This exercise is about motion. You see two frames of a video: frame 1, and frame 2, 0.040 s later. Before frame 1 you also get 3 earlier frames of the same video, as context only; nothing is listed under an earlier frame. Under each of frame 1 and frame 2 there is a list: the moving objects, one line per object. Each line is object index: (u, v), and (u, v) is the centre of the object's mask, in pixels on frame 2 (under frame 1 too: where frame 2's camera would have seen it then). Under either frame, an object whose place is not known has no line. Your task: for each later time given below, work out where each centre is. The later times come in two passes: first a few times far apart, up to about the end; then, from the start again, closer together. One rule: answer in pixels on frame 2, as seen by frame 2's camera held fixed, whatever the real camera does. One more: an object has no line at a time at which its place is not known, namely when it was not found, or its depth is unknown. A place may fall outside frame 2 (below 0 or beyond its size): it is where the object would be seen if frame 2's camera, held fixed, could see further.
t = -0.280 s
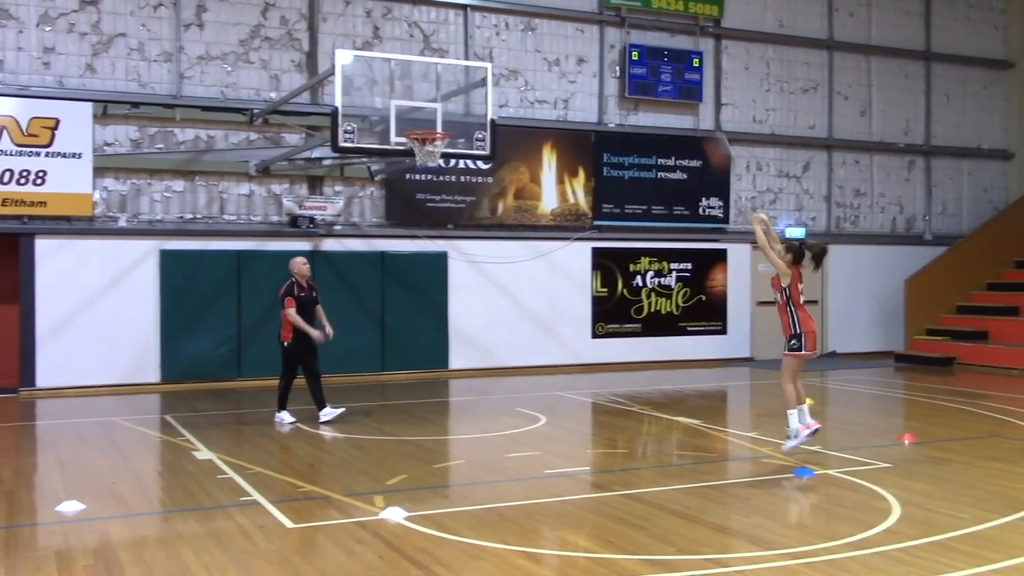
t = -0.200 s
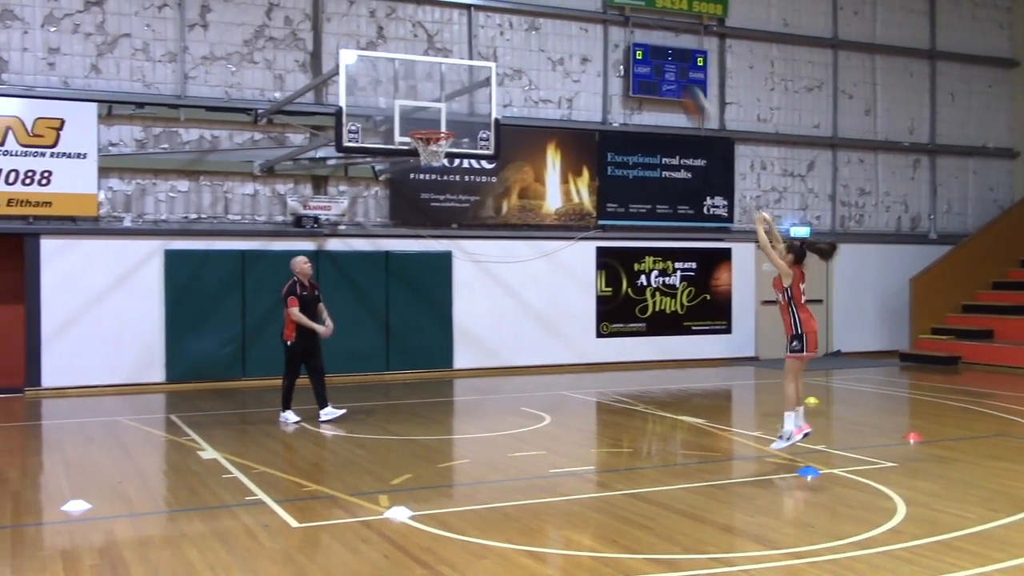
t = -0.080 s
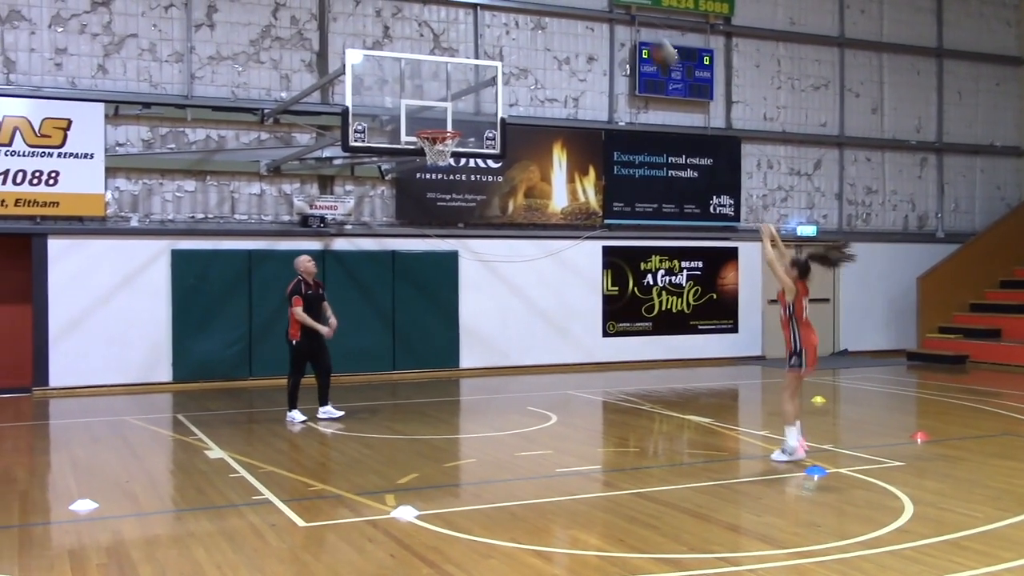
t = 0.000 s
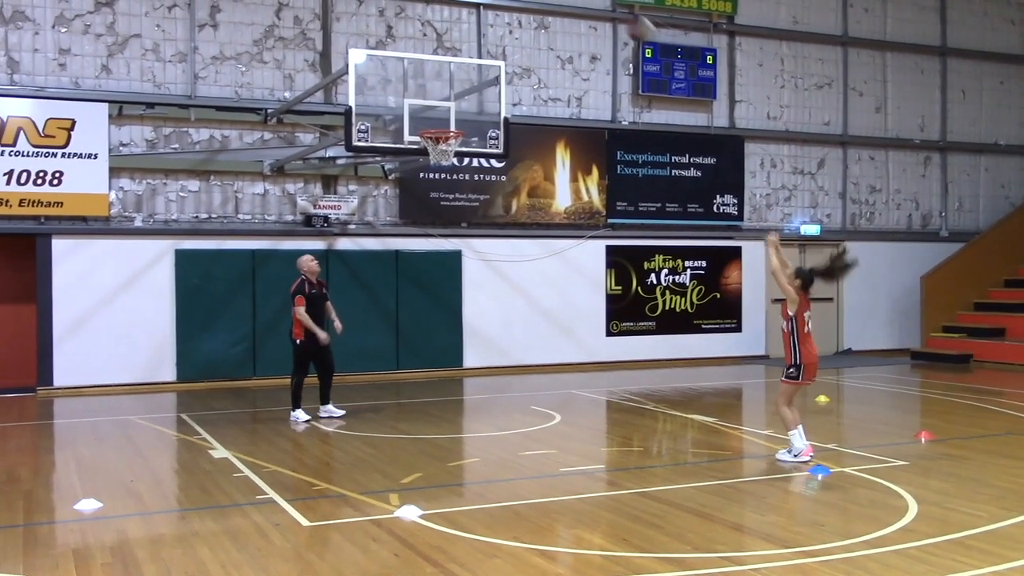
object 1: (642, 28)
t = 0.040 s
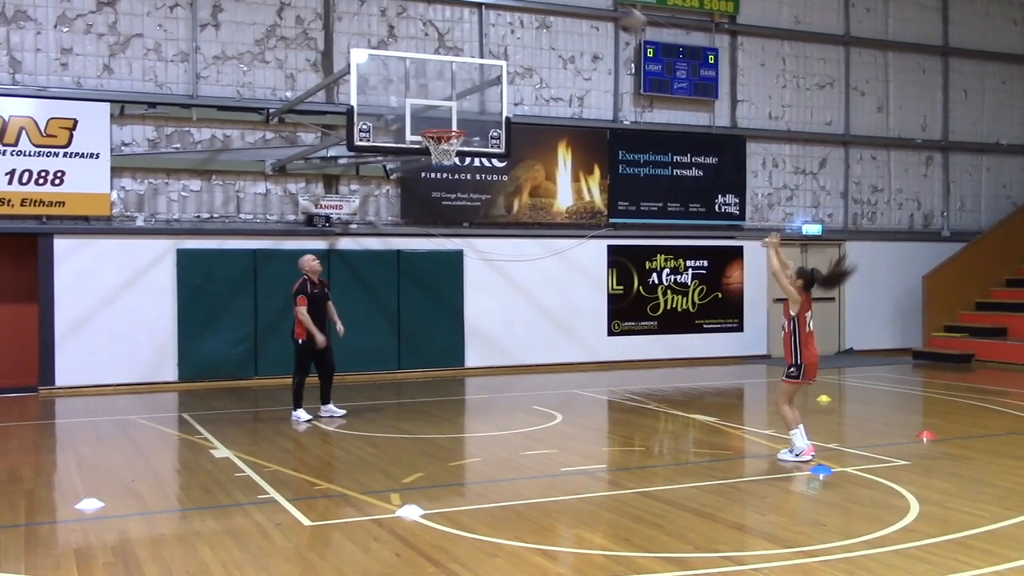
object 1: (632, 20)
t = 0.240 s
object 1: (574, 5)
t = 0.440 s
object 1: (523, 24)
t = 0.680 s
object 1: (469, 98)
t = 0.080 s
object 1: (621, 12)
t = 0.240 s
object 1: (574, 5)
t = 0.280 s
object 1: (563, 6)
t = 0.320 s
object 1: (551, 8)
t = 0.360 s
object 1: (541, 12)
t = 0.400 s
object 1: (534, 17)
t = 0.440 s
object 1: (523, 24)
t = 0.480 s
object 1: (514, 32)
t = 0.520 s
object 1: (506, 42)
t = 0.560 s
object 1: (496, 52)
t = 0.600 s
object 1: (484, 69)
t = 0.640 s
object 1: (477, 80)
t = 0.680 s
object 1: (469, 98)
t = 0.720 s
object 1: (460, 114)
